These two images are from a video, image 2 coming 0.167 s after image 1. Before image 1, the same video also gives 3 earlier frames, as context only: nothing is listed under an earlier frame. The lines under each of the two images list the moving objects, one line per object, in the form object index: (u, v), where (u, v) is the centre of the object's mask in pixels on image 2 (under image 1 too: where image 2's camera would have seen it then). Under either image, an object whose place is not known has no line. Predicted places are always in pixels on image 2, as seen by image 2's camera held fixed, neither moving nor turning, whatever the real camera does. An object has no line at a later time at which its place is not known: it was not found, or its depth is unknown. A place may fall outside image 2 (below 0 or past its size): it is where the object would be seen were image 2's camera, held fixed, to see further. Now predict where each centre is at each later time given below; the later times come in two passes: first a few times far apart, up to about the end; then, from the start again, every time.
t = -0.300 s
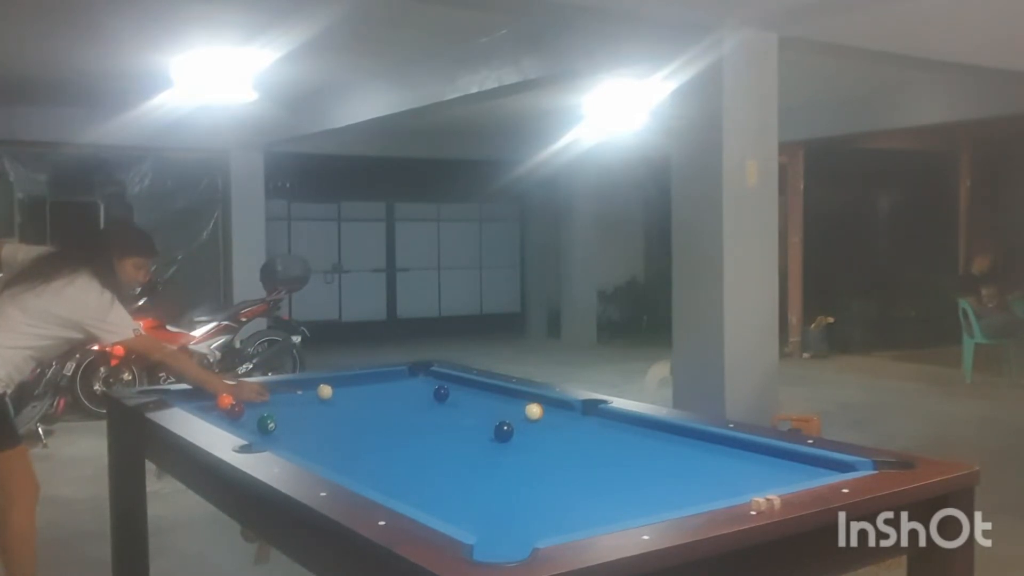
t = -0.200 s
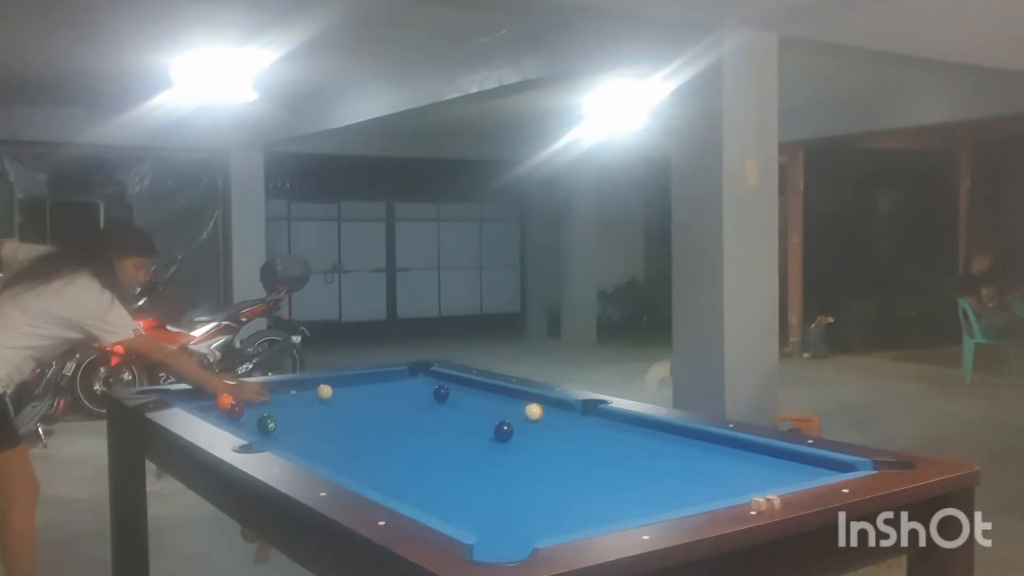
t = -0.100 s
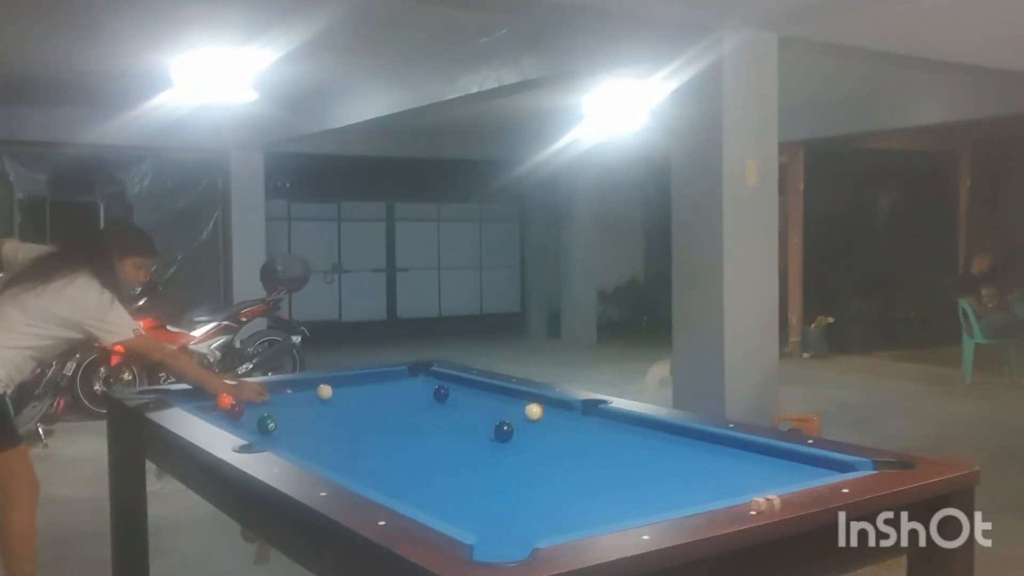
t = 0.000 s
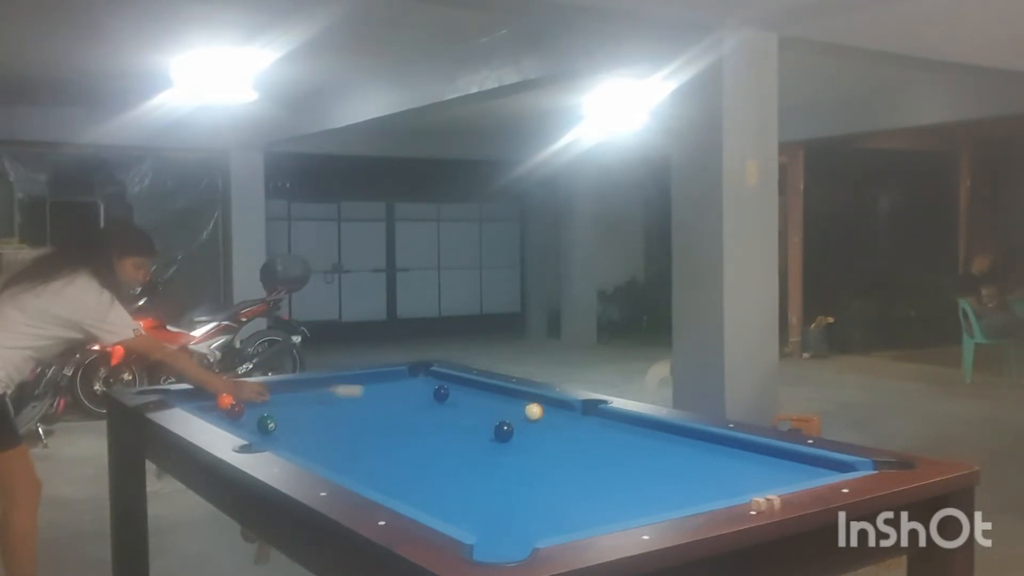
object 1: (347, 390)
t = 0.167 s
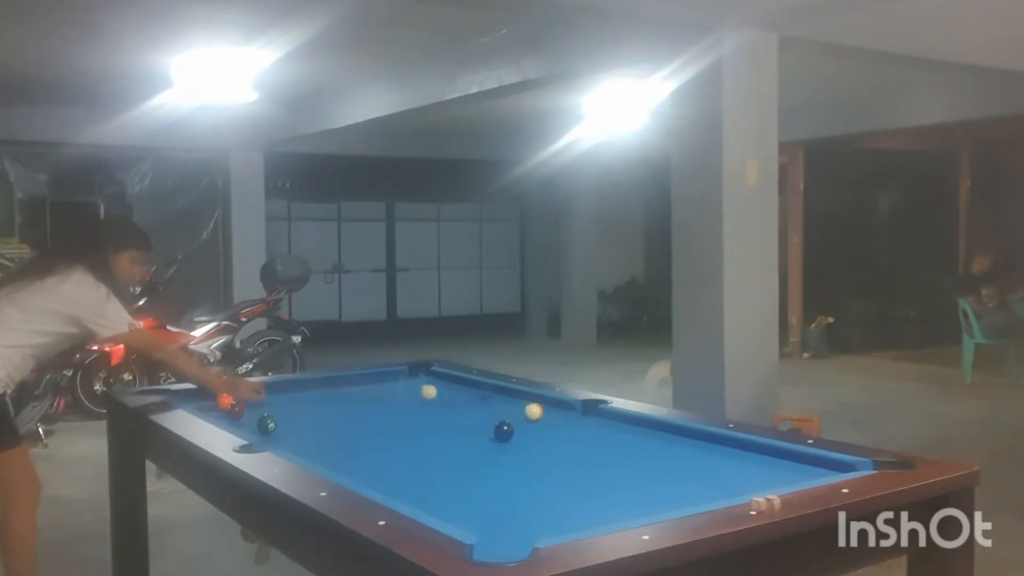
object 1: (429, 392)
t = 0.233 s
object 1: (432, 392)
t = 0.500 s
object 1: (446, 392)
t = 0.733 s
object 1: (456, 392)
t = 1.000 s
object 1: (465, 392)
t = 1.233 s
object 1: (471, 392)
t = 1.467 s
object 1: (476, 391)
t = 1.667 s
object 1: (478, 391)
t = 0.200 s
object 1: (431, 392)
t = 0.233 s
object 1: (432, 392)
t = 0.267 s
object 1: (434, 392)
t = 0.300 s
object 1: (436, 392)
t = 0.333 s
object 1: (438, 392)
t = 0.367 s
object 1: (440, 392)
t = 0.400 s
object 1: (442, 392)
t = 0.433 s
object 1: (443, 392)
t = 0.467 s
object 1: (445, 392)
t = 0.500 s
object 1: (446, 392)
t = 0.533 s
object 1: (448, 392)
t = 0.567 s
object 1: (449, 392)
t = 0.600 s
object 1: (451, 392)
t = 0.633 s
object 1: (452, 392)
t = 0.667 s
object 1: (454, 392)
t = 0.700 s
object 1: (455, 392)
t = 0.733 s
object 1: (456, 392)
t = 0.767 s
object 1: (458, 391)
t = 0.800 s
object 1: (459, 391)
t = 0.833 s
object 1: (460, 391)
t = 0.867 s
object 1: (461, 392)
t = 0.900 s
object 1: (462, 392)
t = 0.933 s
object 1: (463, 392)
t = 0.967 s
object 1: (464, 392)
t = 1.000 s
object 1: (465, 392)
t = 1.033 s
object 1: (466, 392)
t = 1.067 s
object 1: (467, 392)
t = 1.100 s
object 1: (468, 392)
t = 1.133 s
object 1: (469, 391)
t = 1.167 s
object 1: (470, 392)
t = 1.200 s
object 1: (471, 391)
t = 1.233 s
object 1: (471, 392)
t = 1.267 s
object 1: (472, 391)
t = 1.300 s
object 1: (473, 391)
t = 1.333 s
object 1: (473, 391)
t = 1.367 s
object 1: (474, 391)
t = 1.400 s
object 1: (475, 391)
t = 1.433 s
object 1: (475, 391)
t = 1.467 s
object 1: (476, 391)
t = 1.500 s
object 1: (476, 391)
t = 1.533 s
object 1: (477, 392)
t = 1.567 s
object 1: (477, 392)
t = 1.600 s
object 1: (477, 392)
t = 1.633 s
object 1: (478, 392)
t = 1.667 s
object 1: (478, 391)
